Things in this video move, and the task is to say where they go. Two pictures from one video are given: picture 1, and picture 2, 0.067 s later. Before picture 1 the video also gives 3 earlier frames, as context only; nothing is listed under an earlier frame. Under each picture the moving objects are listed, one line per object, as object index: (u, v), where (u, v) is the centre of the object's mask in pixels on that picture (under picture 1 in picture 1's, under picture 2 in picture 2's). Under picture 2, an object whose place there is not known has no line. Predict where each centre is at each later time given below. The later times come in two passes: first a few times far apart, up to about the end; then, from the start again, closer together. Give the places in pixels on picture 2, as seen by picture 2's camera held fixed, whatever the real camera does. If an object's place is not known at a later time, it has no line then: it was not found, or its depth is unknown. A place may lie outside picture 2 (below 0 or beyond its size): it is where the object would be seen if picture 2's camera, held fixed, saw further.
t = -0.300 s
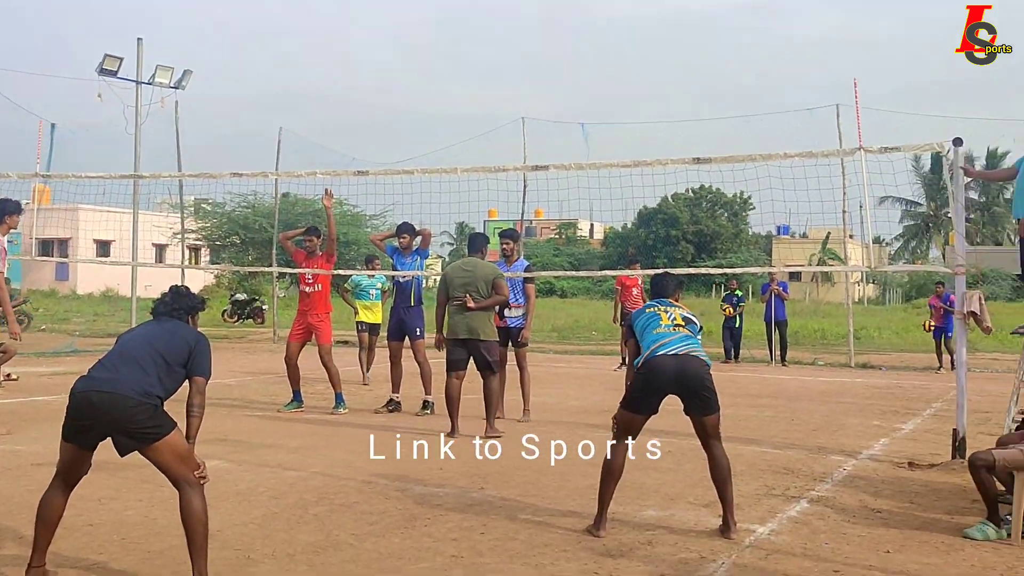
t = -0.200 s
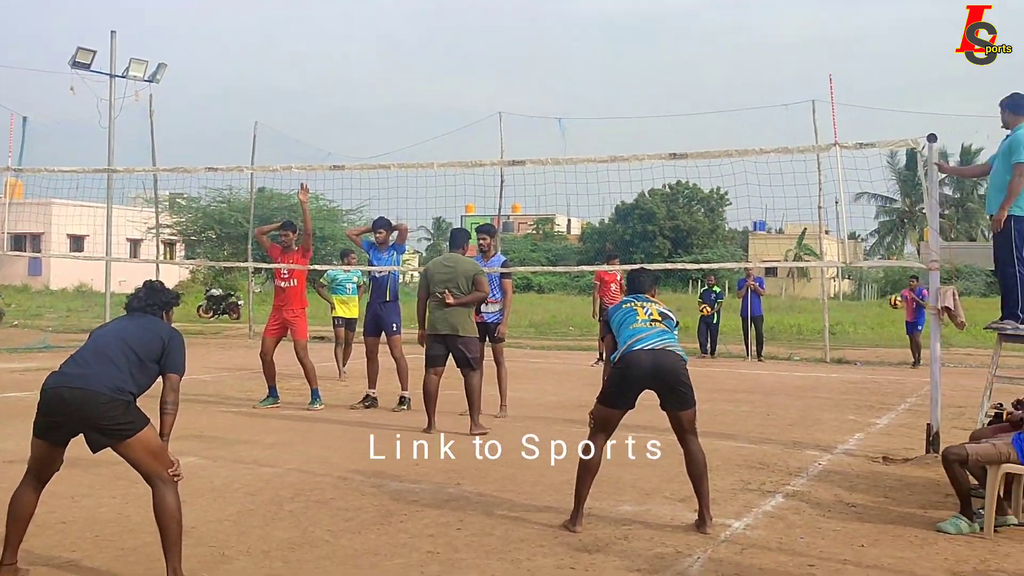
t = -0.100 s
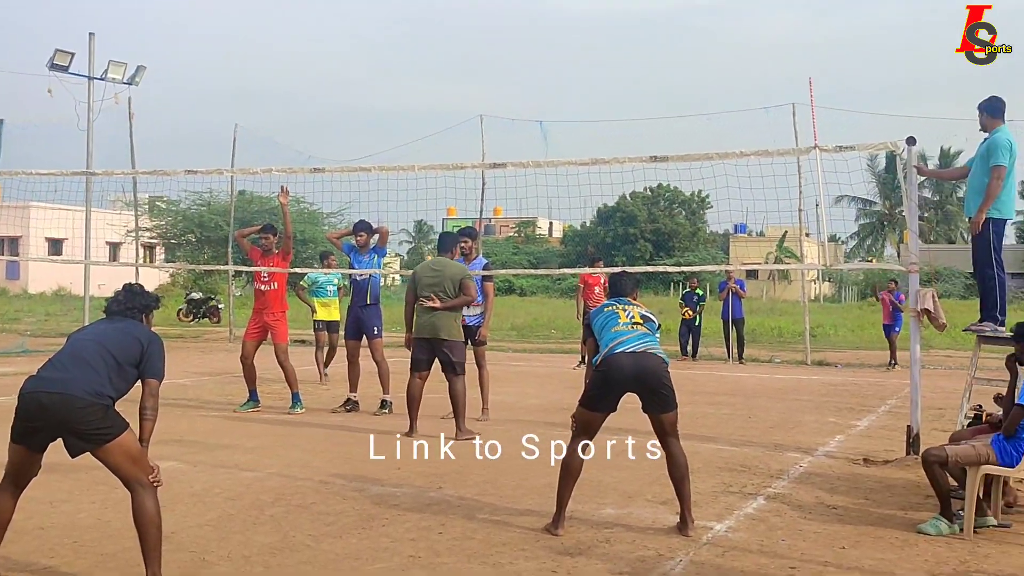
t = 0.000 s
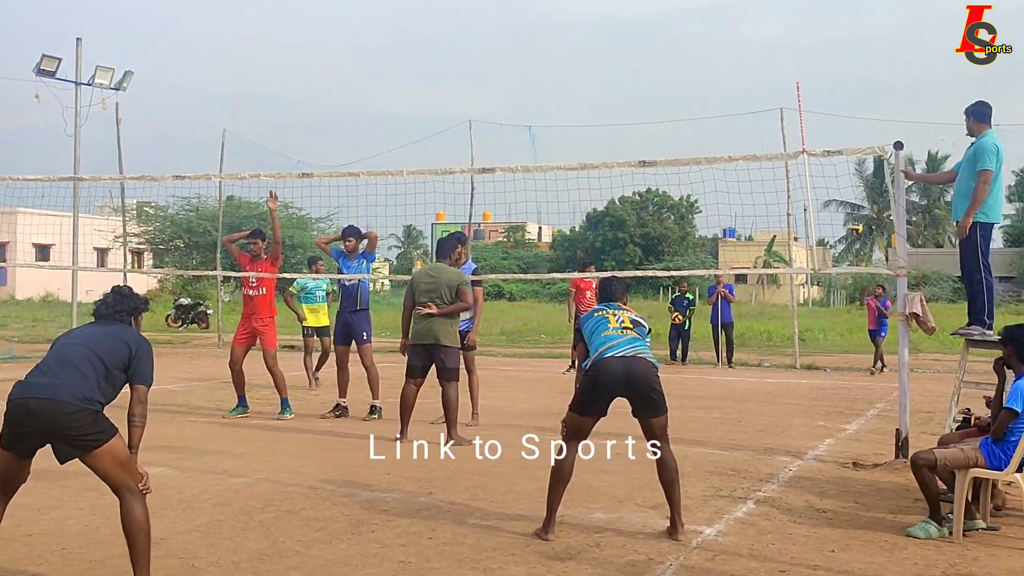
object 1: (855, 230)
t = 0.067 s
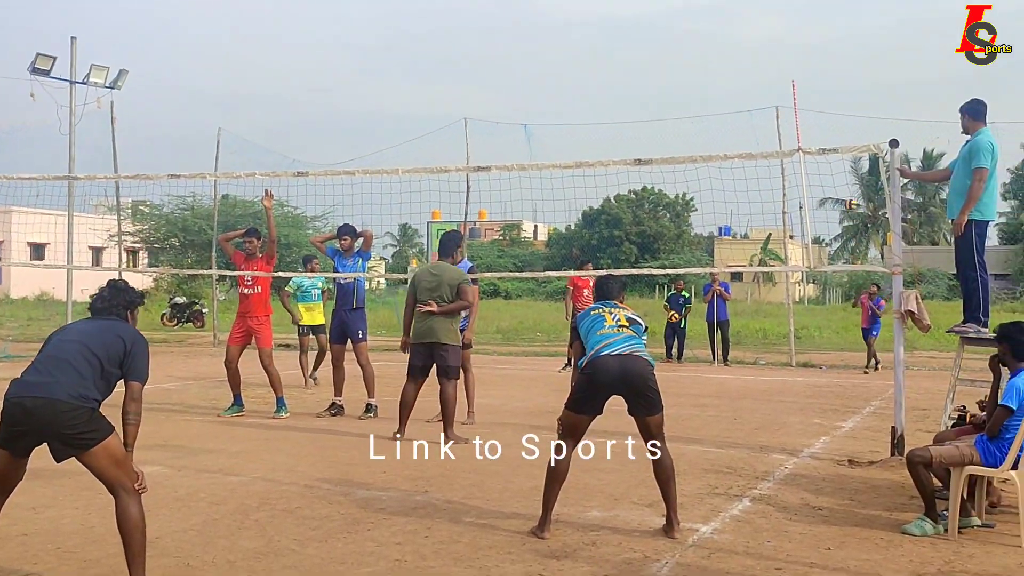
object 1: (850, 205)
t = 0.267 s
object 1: (844, 155)
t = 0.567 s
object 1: (834, 112)
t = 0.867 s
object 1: (825, 128)
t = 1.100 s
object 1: (821, 174)
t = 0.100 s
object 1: (849, 194)
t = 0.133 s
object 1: (848, 184)
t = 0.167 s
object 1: (847, 174)
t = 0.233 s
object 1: (845, 158)
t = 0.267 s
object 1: (844, 155)
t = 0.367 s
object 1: (839, 132)
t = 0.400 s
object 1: (838, 127)
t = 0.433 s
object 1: (836, 123)
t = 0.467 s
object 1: (836, 119)
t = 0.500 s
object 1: (835, 115)
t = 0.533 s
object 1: (834, 113)
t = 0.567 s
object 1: (834, 112)
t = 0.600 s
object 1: (833, 111)
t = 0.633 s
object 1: (832, 111)
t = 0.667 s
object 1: (830, 112)
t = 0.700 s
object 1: (829, 112)
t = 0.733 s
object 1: (828, 114)
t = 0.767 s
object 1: (827, 117)
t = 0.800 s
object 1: (826, 120)
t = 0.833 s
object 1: (826, 123)
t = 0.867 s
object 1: (825, 128)
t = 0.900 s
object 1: (824, 133)
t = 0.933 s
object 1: (822, 138)
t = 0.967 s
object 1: (821, 143)
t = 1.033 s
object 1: (822, 159)
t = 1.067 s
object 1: (821, 166)
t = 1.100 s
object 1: (821, 174)
